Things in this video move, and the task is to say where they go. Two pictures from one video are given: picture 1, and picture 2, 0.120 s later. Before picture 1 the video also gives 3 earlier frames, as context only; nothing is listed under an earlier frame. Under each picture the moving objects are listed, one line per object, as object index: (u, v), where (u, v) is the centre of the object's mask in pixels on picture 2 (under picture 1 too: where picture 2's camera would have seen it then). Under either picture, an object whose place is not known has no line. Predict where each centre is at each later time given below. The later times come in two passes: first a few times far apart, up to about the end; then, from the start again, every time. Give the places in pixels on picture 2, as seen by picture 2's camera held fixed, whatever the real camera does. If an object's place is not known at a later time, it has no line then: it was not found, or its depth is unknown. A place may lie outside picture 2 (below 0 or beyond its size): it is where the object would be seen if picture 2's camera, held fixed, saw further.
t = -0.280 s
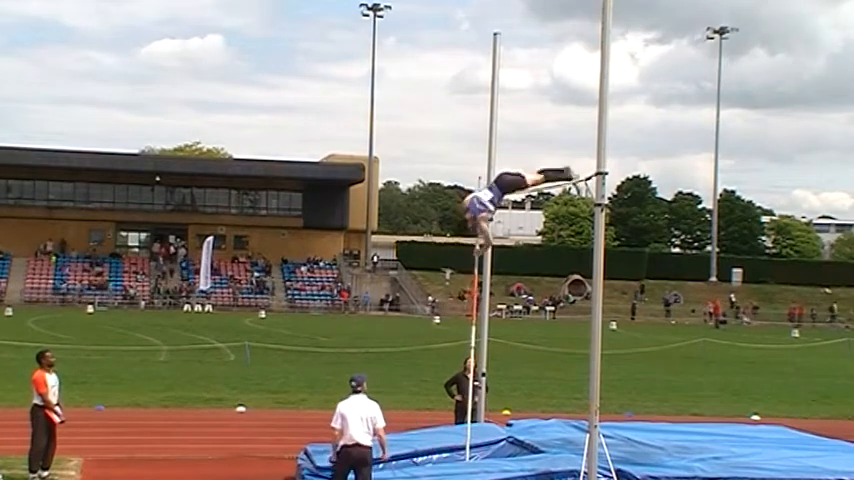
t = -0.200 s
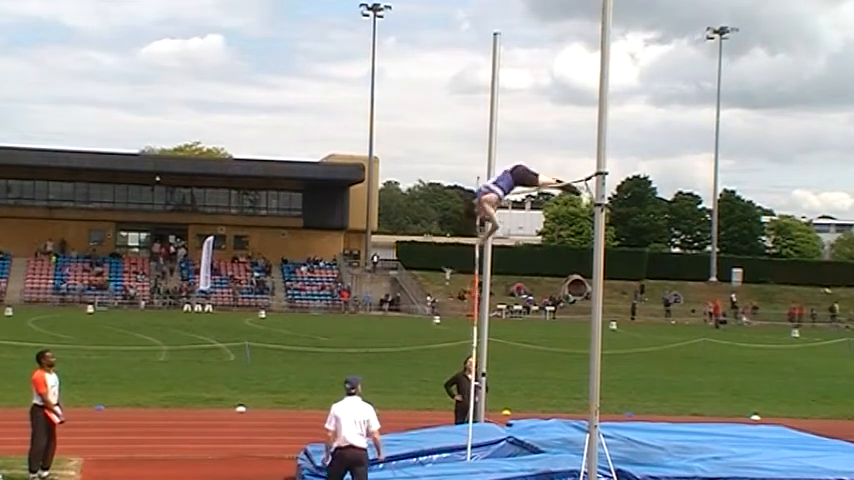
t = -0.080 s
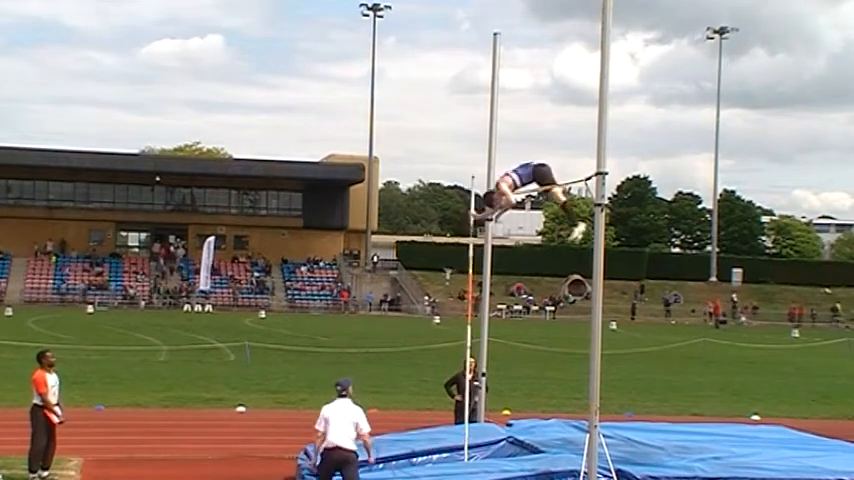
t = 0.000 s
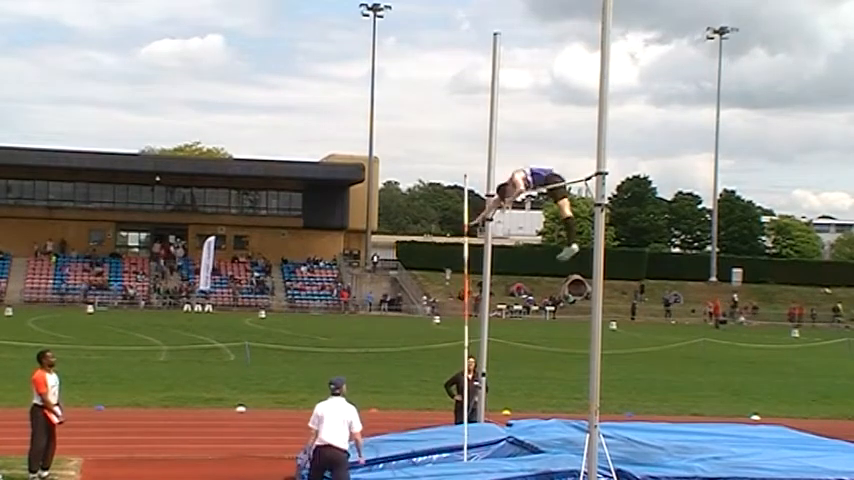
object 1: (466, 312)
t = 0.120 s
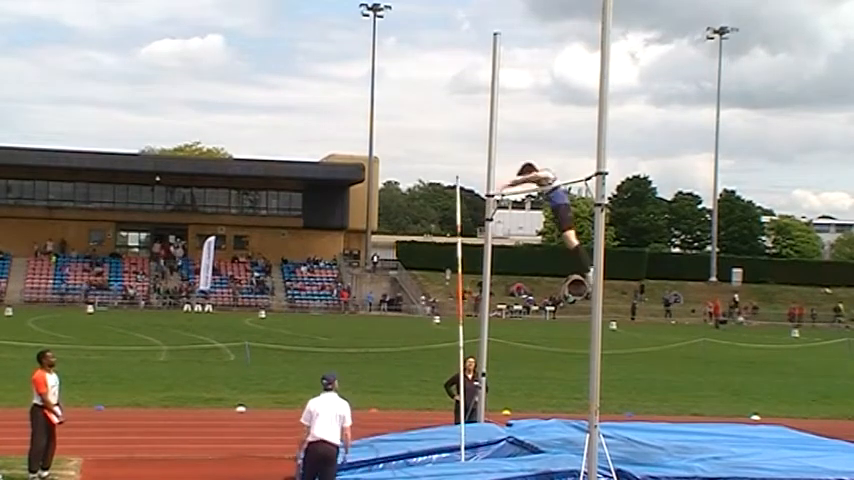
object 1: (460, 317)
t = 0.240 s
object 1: (455, 317)
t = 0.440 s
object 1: (445, 319)
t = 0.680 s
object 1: (430, 328)
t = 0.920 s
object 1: (412, 345)
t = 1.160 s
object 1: (387, 374)
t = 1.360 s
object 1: (381, 417)
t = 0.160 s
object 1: (458, 316)
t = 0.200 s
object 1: (457, 318)
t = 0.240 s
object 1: (455, 317)
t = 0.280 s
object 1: (453, 318)
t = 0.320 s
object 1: (451, 317)
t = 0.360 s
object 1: (449, 317)
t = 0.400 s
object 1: (447, 317)
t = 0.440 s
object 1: (445, 319)
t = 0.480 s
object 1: (442, 317)
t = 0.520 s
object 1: (440, 317)
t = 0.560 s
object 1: (438, 322)
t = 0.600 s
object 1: (436, 324)
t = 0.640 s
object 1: (433, 328)
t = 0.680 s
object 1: (430, 328)
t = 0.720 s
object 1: (428, 330)
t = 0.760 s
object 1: (424, 332)
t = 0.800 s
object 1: (421, 334)
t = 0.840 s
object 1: (418, 337)
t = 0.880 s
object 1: (415, 341)
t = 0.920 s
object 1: (412, 345)
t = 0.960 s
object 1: (408, 349)
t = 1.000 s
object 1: (405, 354)
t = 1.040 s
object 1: (400, 357)
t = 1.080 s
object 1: (396, 363)
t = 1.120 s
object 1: (392, 368)
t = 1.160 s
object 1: (387, 374)
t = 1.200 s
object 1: (384, 382)
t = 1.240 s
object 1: (381, 389)
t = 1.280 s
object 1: (381, 398)
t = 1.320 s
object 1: (381, 408)
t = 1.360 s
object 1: (381, 417)
